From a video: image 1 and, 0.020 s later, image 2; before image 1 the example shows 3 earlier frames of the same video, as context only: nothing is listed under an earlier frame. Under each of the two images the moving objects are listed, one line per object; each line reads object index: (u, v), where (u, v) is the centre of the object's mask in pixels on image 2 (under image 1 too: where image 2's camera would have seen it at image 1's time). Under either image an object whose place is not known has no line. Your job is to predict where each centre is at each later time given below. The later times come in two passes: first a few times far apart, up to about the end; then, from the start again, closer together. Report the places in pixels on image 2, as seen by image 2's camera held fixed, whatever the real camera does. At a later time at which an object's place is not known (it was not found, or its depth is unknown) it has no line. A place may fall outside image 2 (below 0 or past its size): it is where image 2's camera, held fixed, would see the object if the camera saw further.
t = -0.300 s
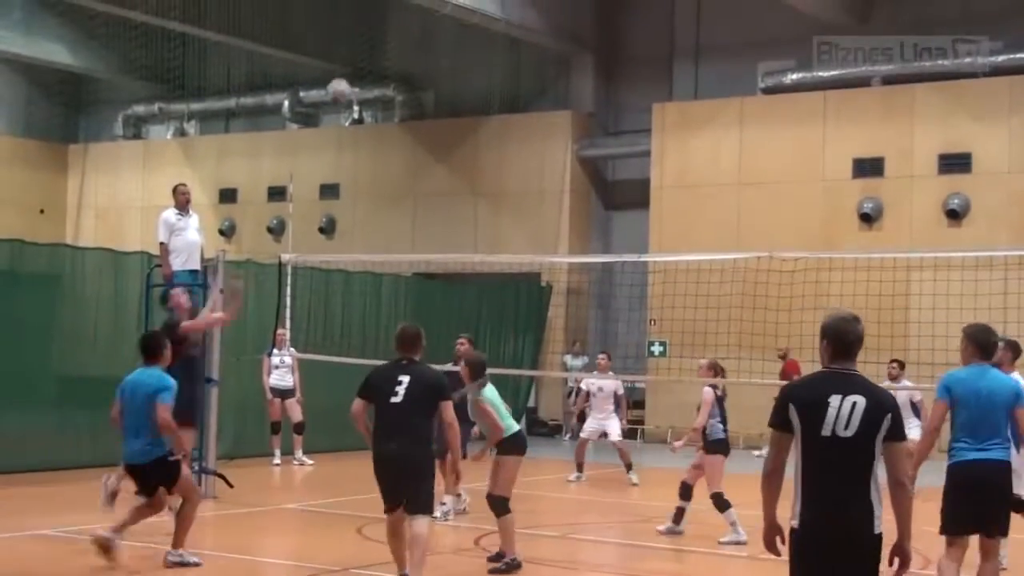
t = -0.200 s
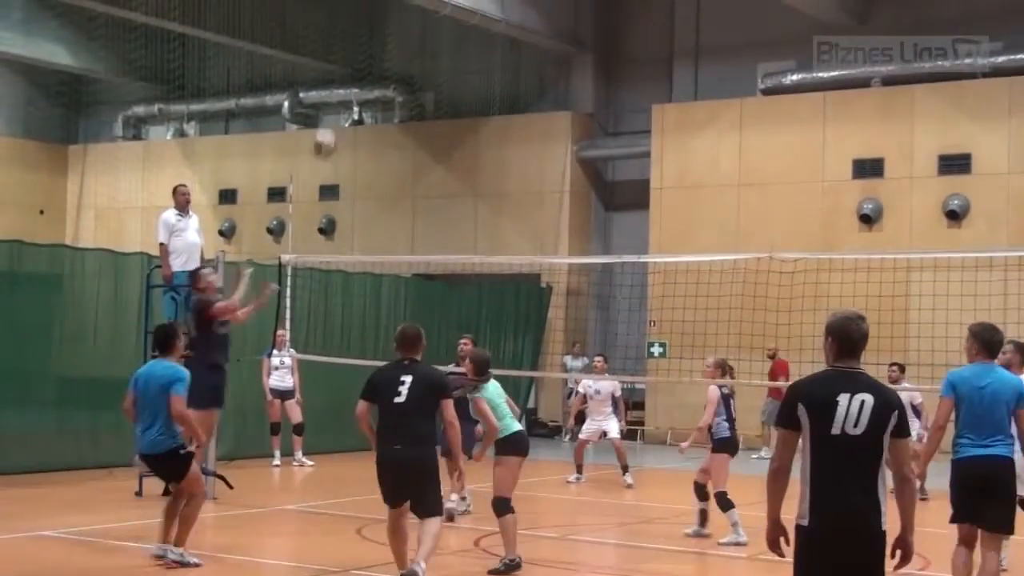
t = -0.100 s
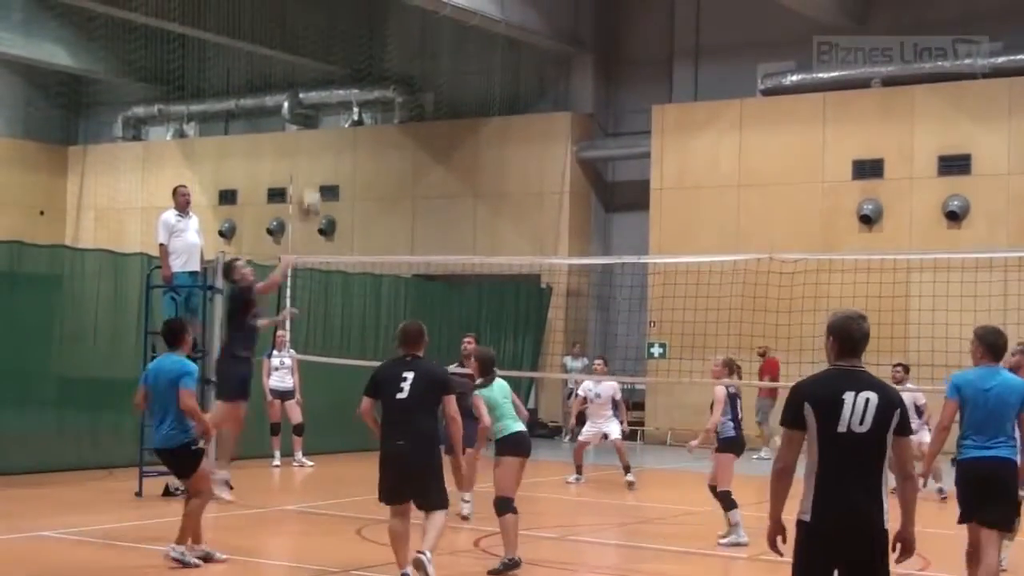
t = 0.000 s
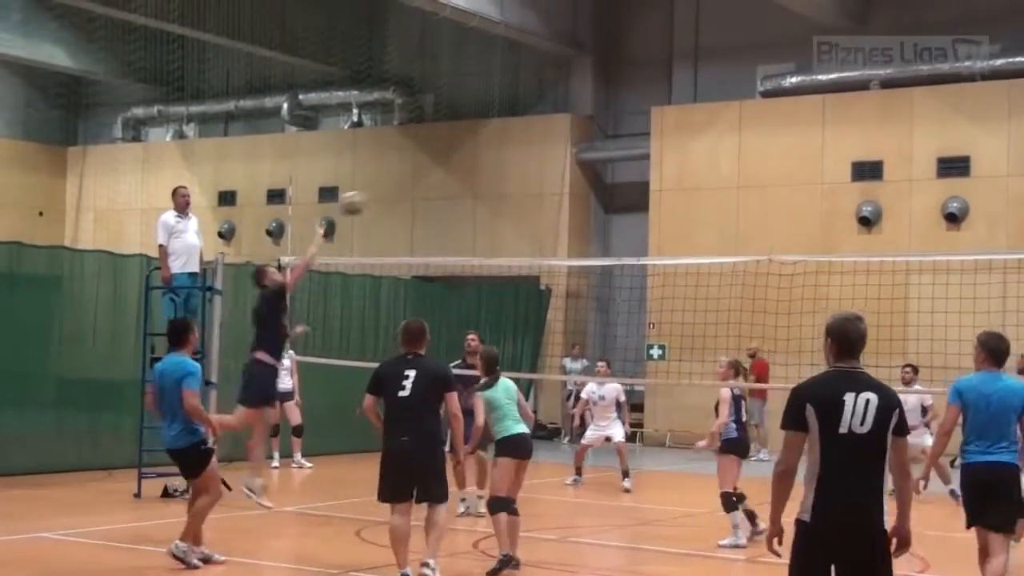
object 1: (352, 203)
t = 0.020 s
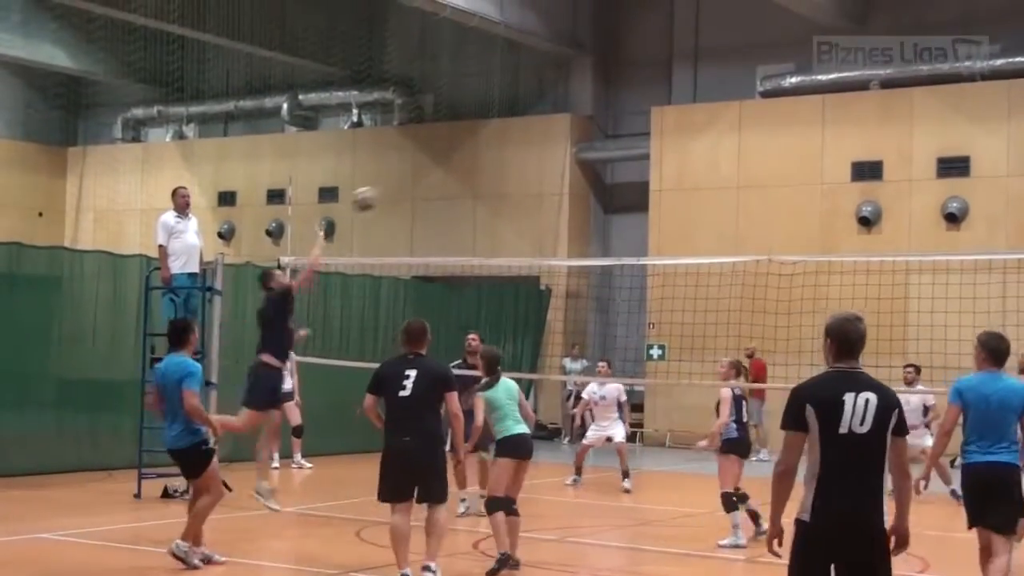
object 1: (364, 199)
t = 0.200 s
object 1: (475, 176)
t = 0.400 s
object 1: (584, 193)
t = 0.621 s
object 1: (686, 258)
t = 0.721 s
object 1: (727, 300)
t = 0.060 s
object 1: (392, 190)
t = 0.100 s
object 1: (416, 184)
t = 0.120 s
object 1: (427, 180)
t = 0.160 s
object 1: (452, 176)
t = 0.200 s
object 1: (475, 176)
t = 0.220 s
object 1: (486, 176)
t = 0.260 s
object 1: (509, 177)
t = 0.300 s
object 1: (531, 181)
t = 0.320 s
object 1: (541, 182)
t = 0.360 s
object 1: (562, 187)
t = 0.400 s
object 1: (584, 193)
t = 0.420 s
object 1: (592, 196)
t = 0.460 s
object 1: (613, 205)
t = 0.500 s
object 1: (631, 216)
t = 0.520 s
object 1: (641, 220)
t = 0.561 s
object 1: (657, 236)
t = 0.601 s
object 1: (676, 248)
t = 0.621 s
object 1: (686, 258)
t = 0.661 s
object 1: (701, 278)
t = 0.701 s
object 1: (718, 292)
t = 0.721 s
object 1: (727, 300)
